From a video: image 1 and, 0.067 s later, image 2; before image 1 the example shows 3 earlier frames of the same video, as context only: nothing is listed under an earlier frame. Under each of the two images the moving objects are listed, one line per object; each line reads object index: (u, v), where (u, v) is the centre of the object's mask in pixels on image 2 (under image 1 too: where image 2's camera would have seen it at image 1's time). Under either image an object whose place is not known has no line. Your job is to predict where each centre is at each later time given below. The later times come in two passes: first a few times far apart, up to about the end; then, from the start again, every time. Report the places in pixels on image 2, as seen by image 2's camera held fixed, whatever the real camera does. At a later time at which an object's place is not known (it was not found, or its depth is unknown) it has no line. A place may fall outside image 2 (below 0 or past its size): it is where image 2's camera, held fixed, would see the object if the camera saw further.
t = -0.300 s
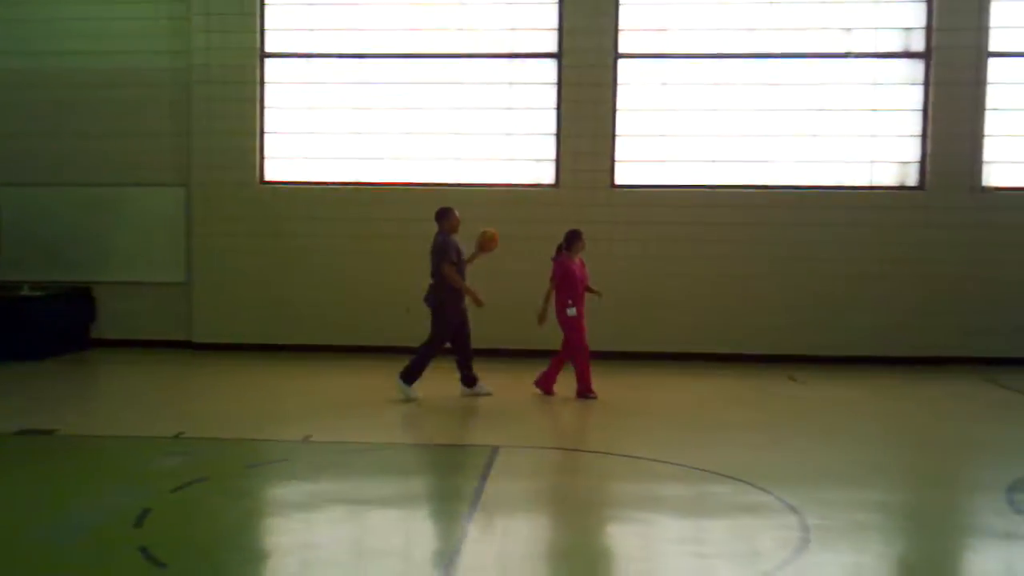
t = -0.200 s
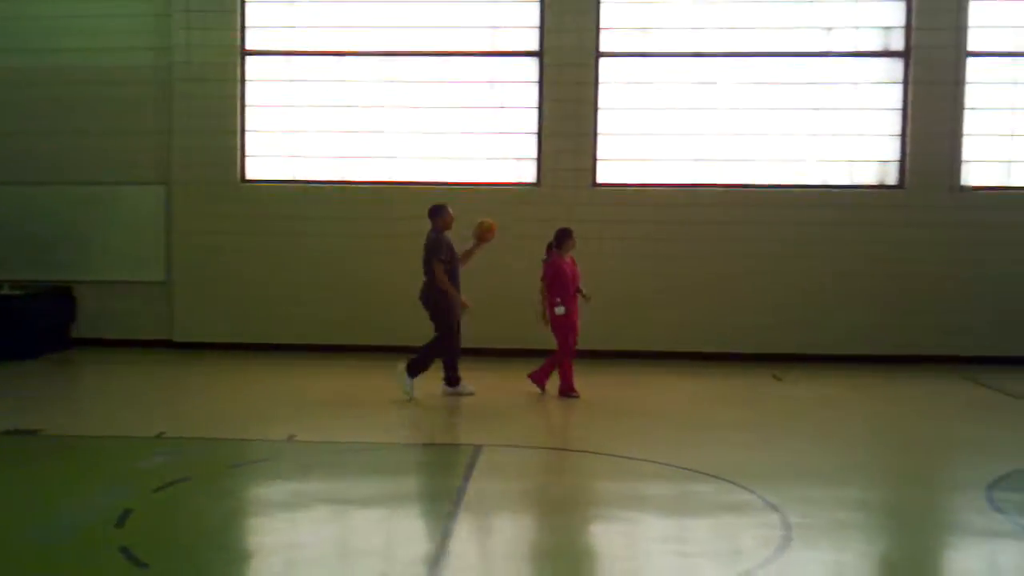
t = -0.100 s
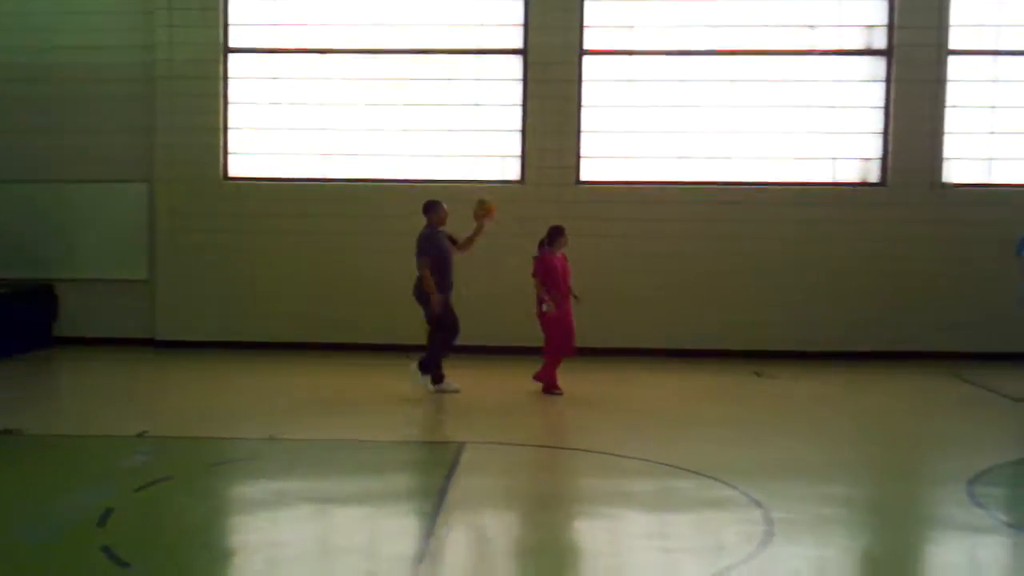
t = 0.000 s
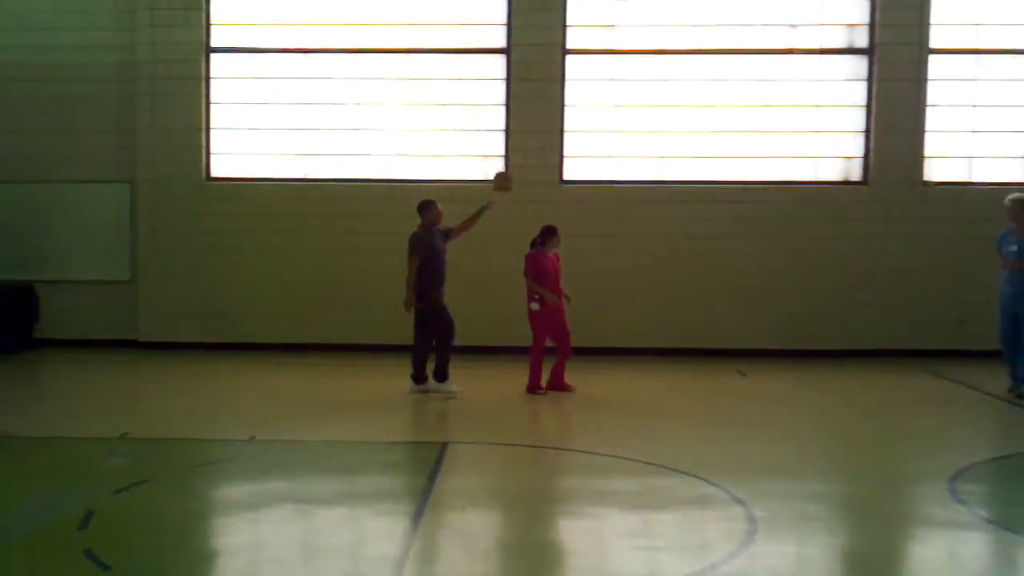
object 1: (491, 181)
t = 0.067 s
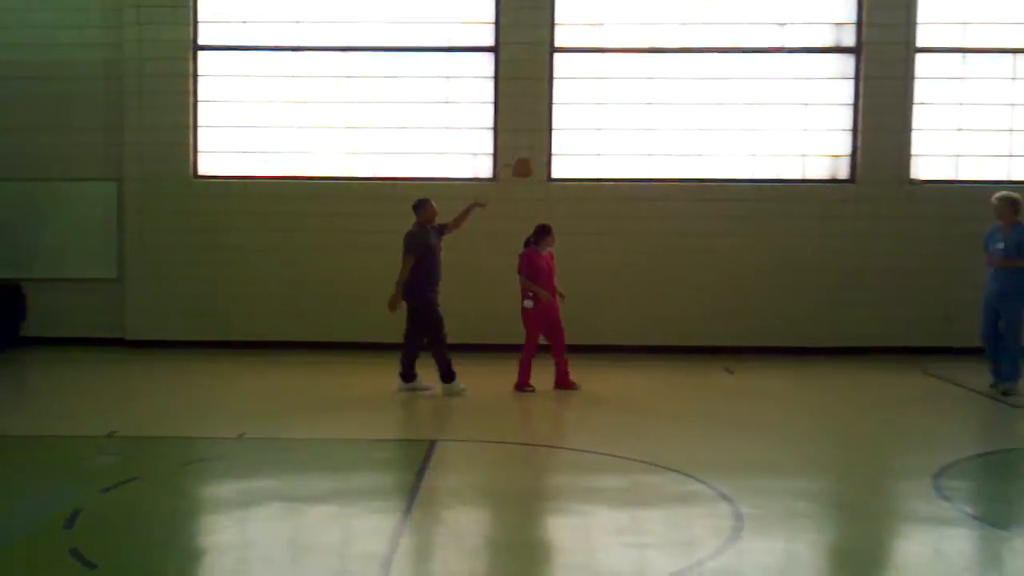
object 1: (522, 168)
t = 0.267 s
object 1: (613, 155)
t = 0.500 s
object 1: (721, 198)
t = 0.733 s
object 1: (837, 304)
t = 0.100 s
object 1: (536, 164)
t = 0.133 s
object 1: (552, 158)
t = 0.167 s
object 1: (567, 155)
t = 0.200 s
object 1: (583, 155)
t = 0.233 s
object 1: (598, 155)
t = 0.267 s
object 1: (613, 155)
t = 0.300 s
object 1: (628, 157)
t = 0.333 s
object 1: (644, 161)
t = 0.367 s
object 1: (659, 166)
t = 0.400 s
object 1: (675, 171)
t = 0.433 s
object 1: (691, 181)
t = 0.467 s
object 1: (706, 188)
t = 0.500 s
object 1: (721, 198)
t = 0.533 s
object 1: (737, 210)
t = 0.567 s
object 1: (755, 222)
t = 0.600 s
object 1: (770, 235)
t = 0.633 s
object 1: (785, 249)
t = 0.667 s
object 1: (802, 264)
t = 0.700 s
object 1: (819, 285)
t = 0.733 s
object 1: (837, 304)
